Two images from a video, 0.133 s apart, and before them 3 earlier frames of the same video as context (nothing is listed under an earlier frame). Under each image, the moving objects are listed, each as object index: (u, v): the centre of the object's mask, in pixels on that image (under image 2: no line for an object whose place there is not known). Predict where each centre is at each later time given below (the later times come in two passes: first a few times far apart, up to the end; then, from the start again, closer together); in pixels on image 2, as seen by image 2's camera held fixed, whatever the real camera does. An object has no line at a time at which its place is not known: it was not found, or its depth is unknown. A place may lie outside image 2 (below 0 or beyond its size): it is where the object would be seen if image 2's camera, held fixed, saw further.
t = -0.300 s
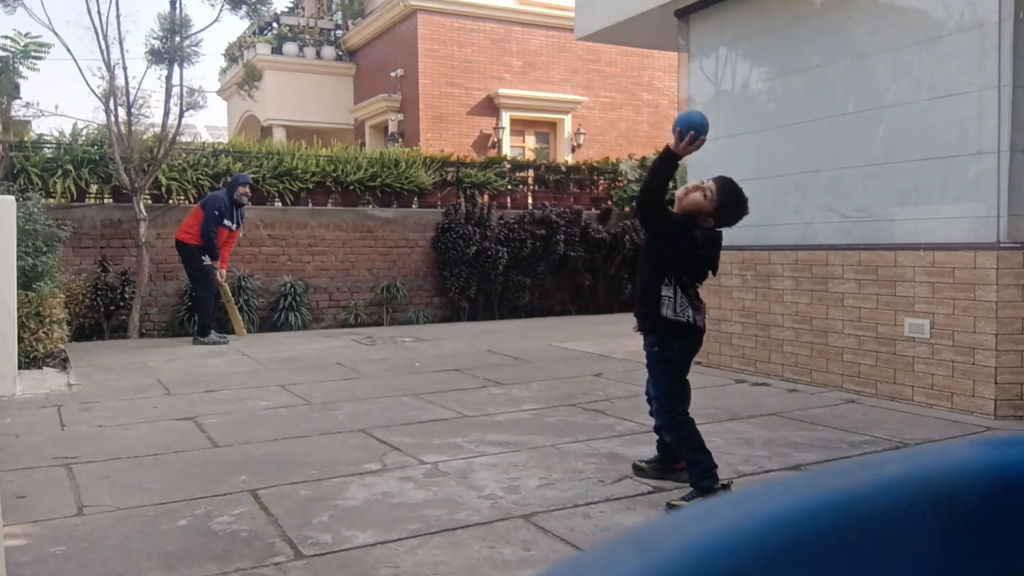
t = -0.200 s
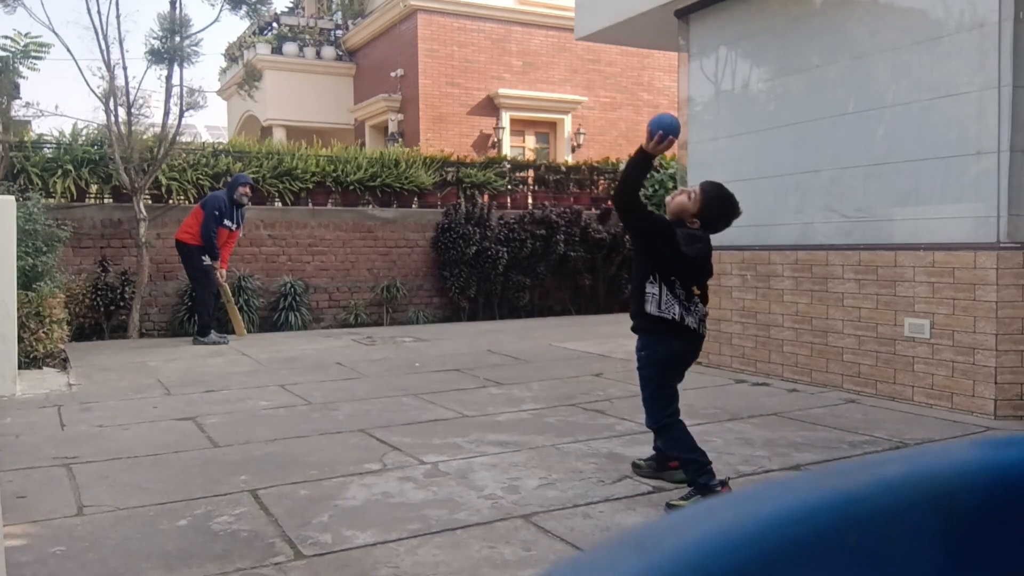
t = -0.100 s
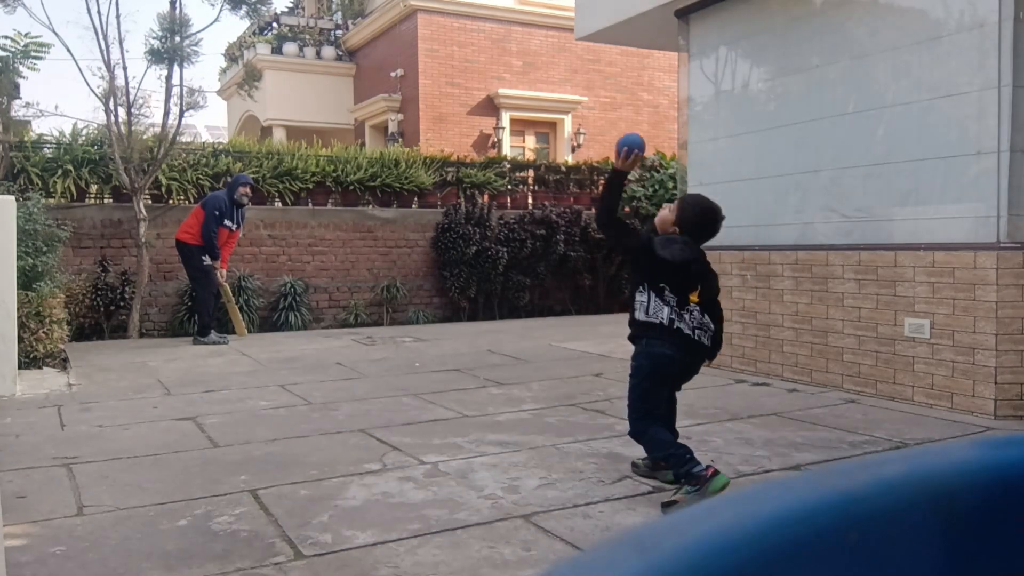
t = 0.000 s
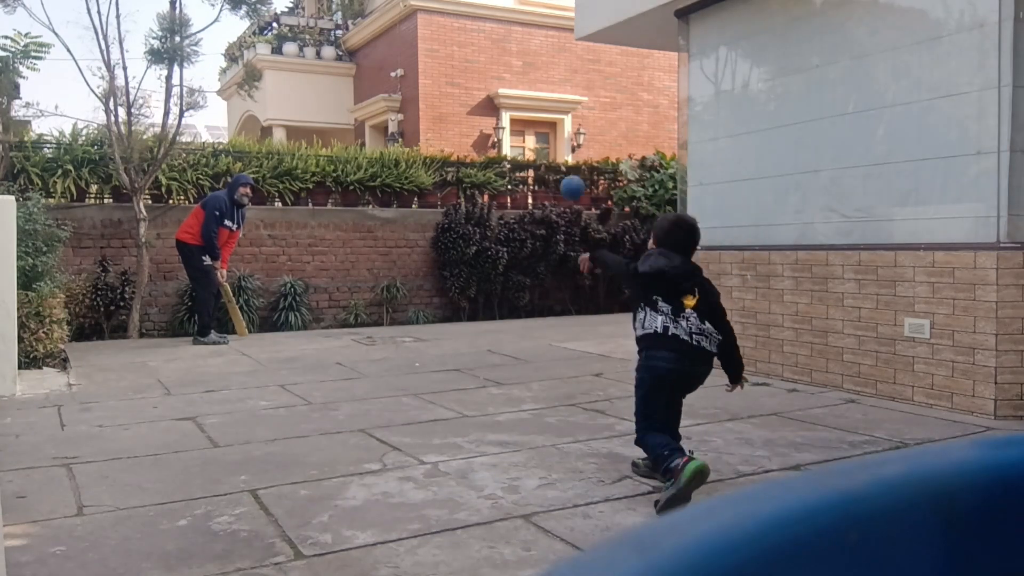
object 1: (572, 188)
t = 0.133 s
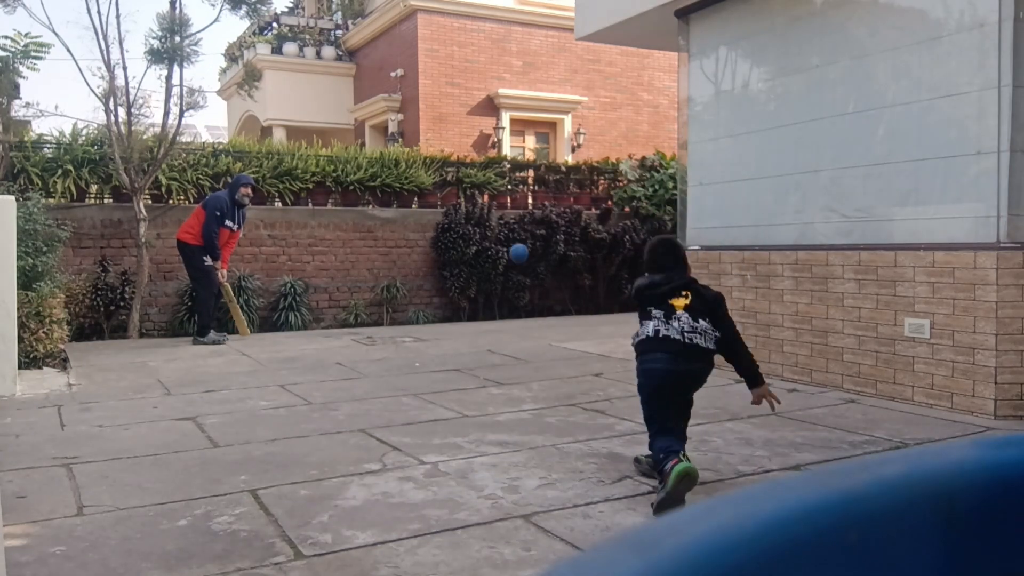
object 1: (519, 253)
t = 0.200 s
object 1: (500, 285)
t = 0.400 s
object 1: (466, 337)
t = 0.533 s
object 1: (452, 292)
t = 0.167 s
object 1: (509, 269)
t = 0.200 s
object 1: (500, 285)
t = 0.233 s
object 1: (493, 300)
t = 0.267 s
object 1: (486, 316)
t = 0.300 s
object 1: (480, 332)
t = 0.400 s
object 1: (466, 337)
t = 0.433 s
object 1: (463, 322)
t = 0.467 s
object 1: (459, 310)
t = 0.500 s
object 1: (455, 300)
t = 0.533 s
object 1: (452, 292)
